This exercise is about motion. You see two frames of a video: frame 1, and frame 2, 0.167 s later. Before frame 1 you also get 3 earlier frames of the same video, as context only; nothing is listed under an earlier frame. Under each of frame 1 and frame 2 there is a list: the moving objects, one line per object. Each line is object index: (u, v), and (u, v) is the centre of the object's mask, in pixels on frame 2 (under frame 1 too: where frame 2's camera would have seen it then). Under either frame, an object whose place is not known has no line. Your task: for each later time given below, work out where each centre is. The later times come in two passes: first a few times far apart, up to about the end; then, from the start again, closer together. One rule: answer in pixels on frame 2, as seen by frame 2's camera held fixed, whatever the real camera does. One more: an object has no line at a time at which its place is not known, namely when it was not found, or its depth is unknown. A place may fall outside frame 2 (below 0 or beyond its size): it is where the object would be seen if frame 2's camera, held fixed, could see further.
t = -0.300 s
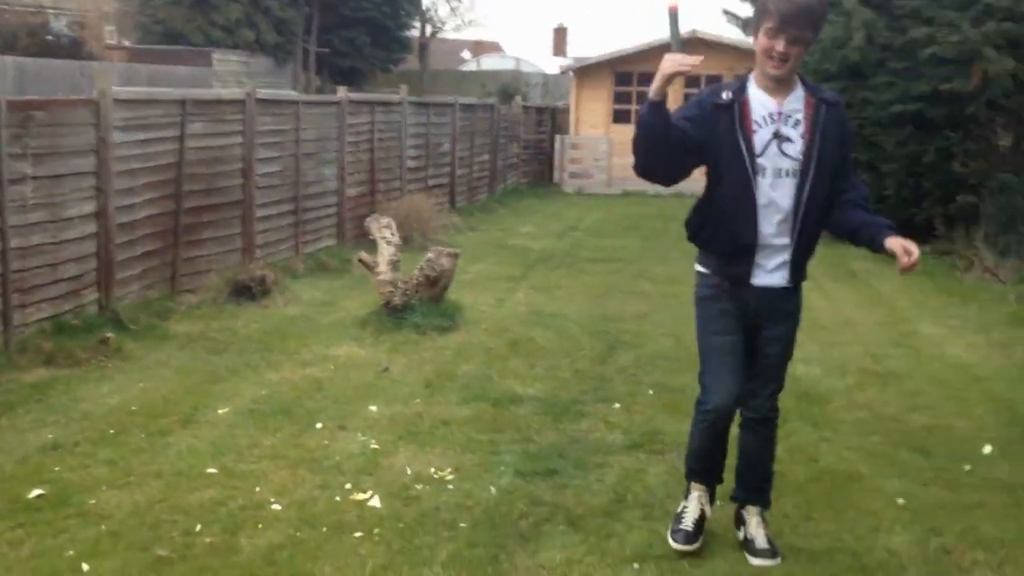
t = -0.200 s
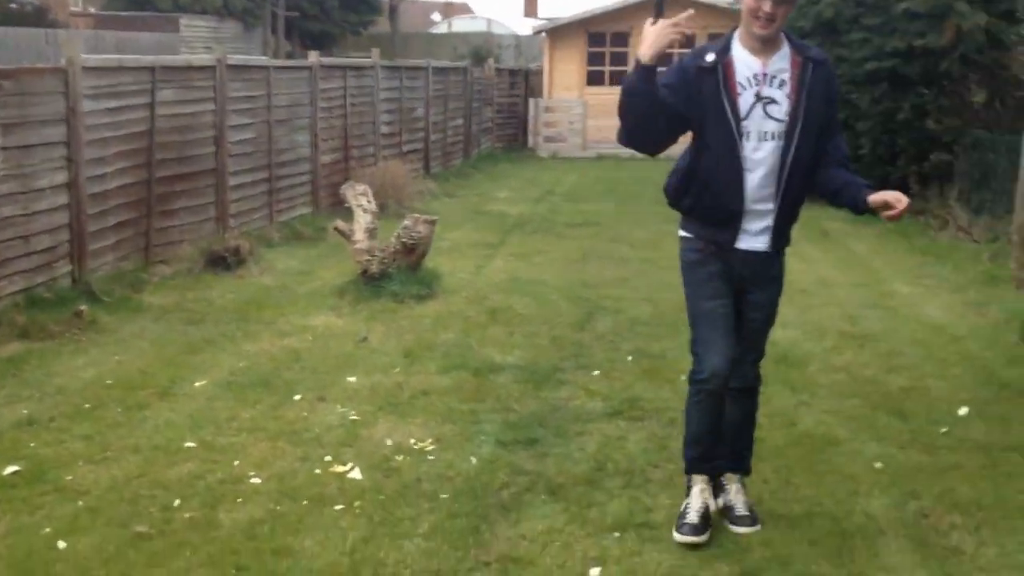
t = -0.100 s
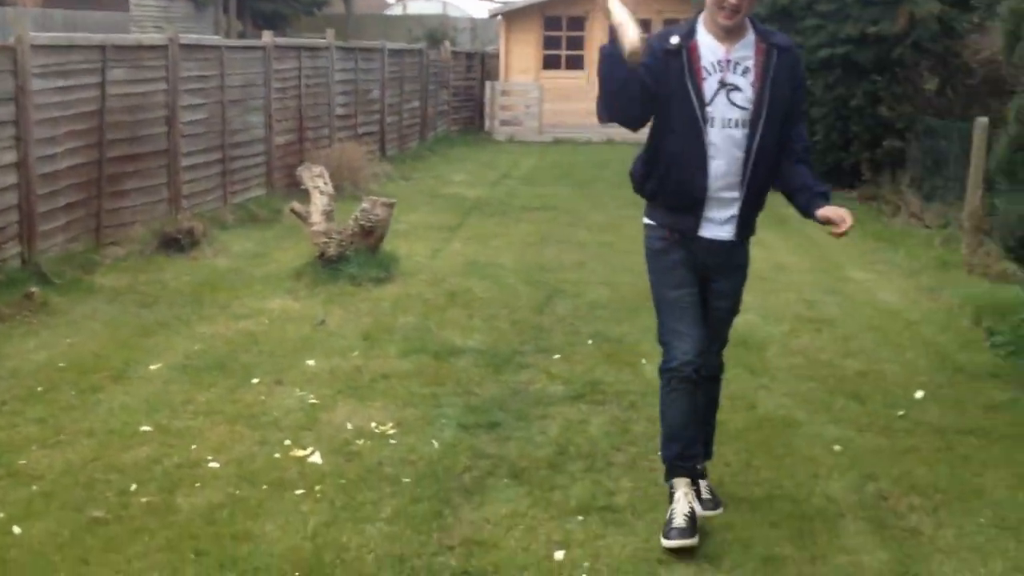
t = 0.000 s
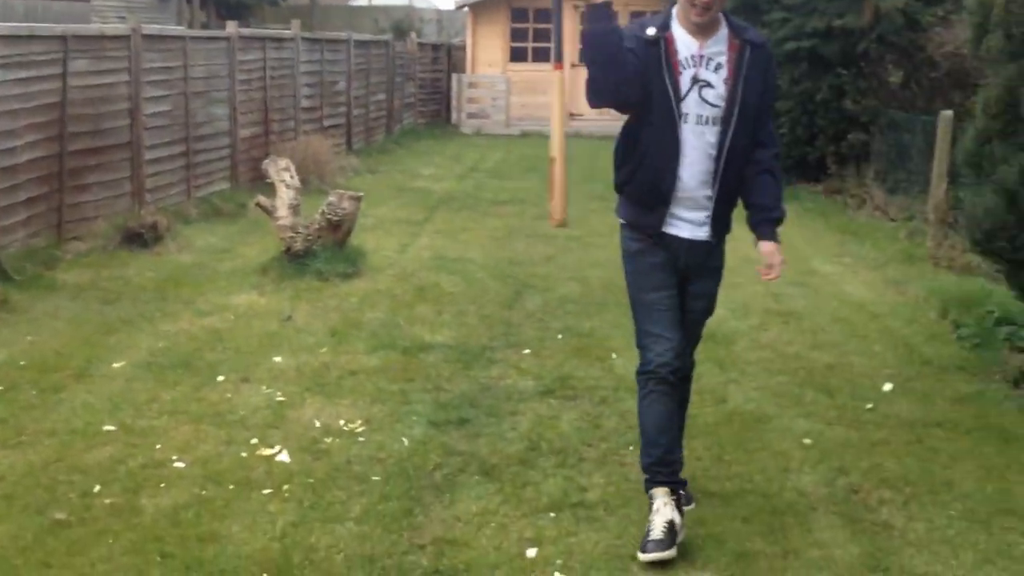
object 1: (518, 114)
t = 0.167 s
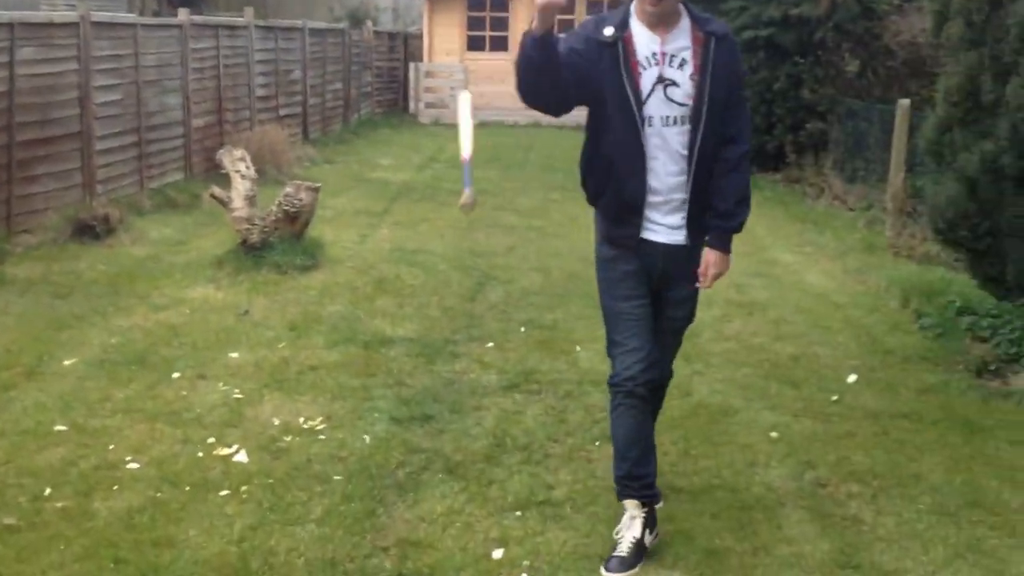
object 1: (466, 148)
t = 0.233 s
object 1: (445, 172)
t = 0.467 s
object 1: (389, 314)
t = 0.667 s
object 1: (362, 342)
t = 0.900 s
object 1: (345, 355)
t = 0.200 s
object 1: (456, 159)
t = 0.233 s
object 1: (445, 172)
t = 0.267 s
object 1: (436, 183)
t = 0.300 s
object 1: (428, 195)
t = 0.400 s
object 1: (403, 264)
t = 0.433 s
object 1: (396, 290)
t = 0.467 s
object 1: (389, 314)
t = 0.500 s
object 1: (383, 327)
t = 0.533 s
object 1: (378, 328)
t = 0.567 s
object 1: (373, 332)
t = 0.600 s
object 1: (366, 339)
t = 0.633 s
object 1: (364, 345)
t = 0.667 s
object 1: (362, 342)
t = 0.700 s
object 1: (357, 338)
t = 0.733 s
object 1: (355, 339)
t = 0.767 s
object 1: (352, 342)
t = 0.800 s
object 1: (349, 346)
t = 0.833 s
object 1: (349, 351)
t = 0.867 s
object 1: (349, 357)
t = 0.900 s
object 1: (345, 355)
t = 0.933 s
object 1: (345, 356)
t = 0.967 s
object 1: (345, 356)
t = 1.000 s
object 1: (346, 358)
